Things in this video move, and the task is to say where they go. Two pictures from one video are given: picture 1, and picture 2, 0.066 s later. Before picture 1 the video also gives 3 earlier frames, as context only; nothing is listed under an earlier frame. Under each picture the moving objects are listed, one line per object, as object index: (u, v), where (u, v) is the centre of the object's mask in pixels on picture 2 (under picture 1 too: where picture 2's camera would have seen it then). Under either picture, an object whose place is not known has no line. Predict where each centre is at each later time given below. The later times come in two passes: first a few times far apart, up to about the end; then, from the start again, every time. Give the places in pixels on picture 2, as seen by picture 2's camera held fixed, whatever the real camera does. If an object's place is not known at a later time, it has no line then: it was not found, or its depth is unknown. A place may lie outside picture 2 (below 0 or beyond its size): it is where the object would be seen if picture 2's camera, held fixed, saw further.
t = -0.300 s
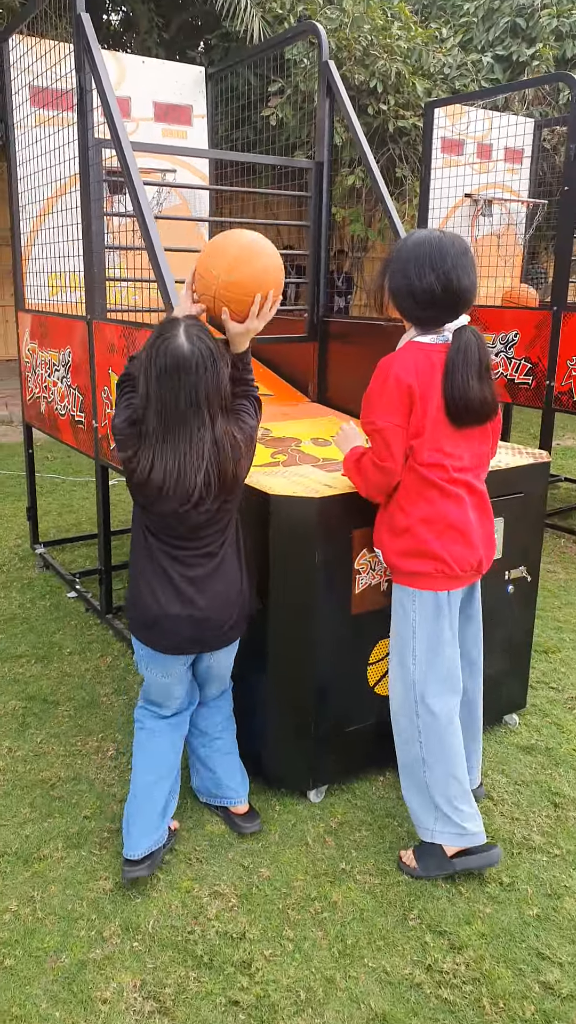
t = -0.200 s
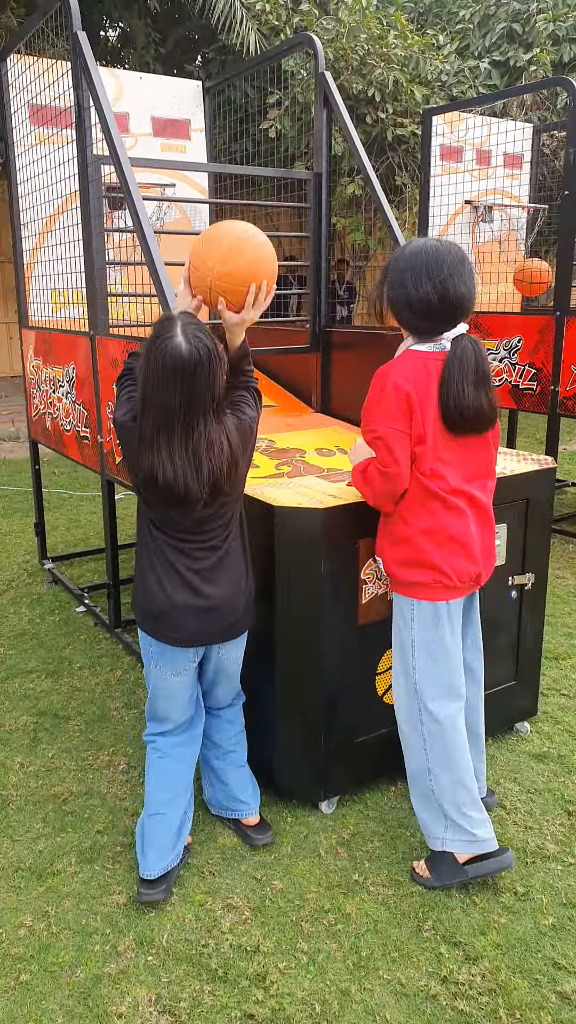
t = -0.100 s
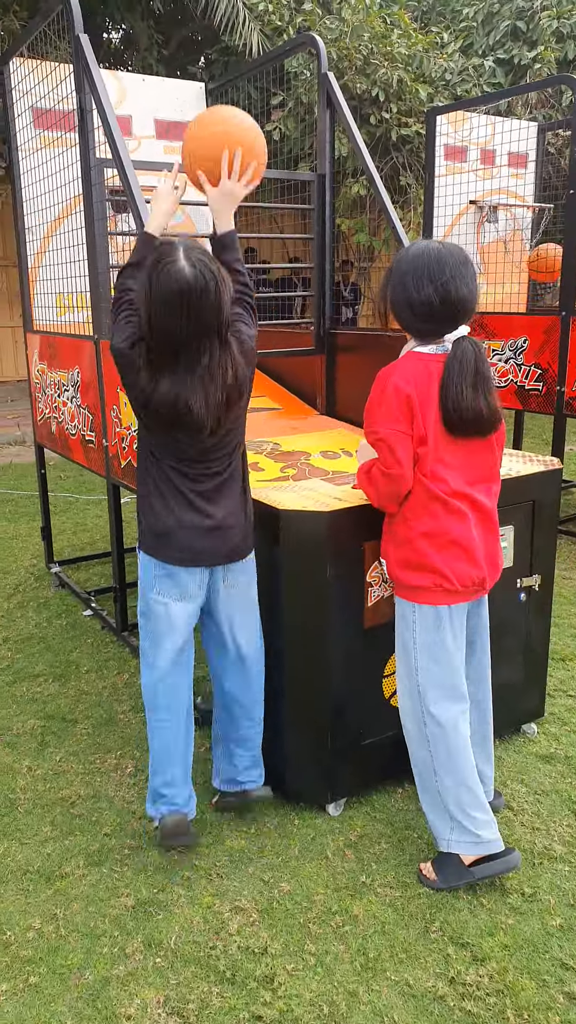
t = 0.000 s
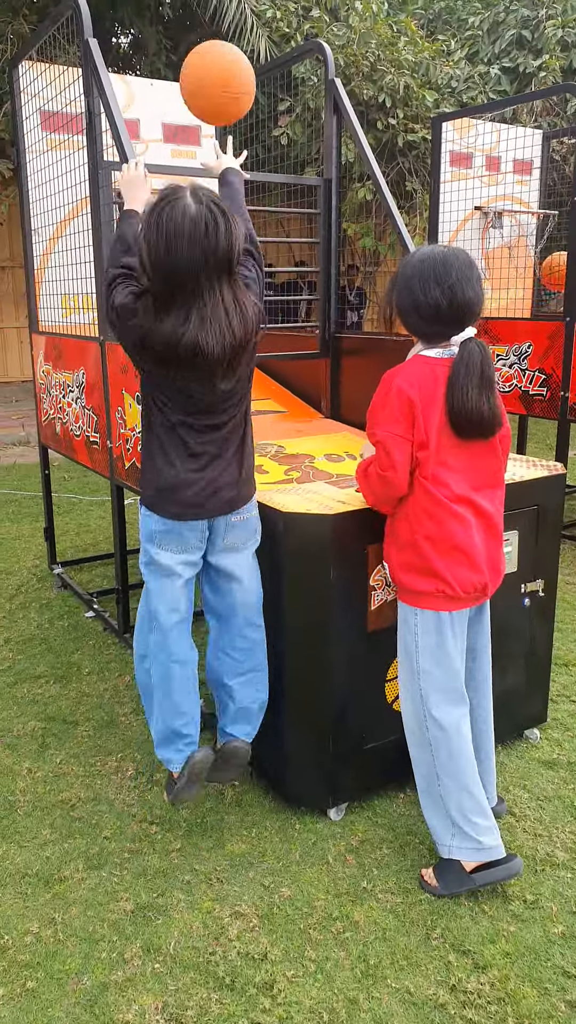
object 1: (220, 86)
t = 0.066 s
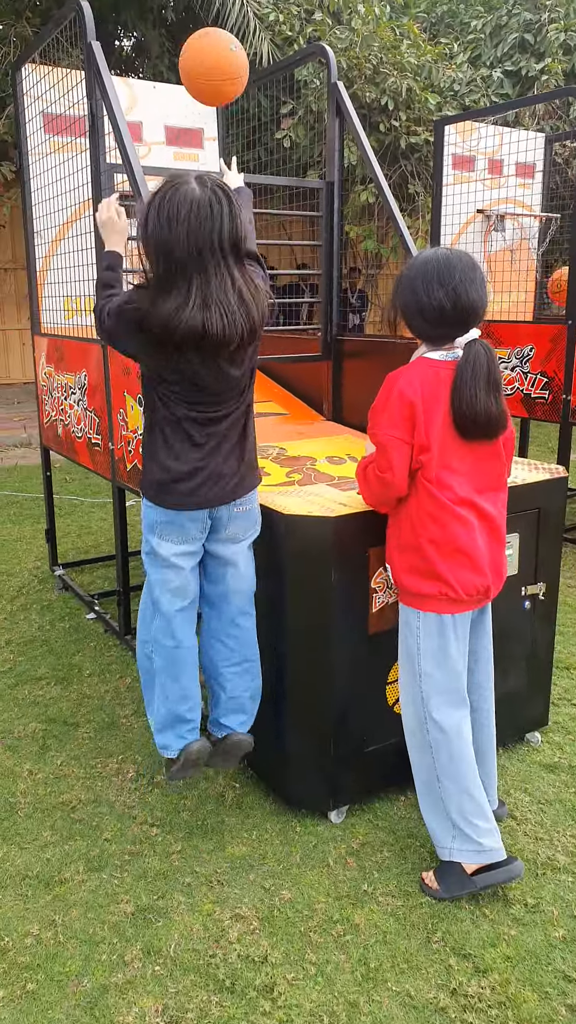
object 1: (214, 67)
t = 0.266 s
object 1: (203, 96)
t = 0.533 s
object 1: (220, 226)
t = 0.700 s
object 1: (261, 325)
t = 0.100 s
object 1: (212, 64)
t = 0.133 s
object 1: (210, 64)
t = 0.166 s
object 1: (208, 68)
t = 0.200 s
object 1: (206, 75)
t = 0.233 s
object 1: (204, 85)
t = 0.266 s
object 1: (203, 96)
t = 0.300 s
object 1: (201, 111)
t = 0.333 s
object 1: (201, 127)
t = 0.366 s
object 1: (200, 144)
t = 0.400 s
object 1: (199, 160)
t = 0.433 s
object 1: (198, 184)
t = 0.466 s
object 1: (201, 199)
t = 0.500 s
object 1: (210, 213)
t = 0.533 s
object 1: (220, 226)
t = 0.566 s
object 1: (231, 246)
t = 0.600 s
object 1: (240, 266)
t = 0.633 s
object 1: (248, 282)
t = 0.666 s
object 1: (255, 300)
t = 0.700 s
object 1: (261, 325)
